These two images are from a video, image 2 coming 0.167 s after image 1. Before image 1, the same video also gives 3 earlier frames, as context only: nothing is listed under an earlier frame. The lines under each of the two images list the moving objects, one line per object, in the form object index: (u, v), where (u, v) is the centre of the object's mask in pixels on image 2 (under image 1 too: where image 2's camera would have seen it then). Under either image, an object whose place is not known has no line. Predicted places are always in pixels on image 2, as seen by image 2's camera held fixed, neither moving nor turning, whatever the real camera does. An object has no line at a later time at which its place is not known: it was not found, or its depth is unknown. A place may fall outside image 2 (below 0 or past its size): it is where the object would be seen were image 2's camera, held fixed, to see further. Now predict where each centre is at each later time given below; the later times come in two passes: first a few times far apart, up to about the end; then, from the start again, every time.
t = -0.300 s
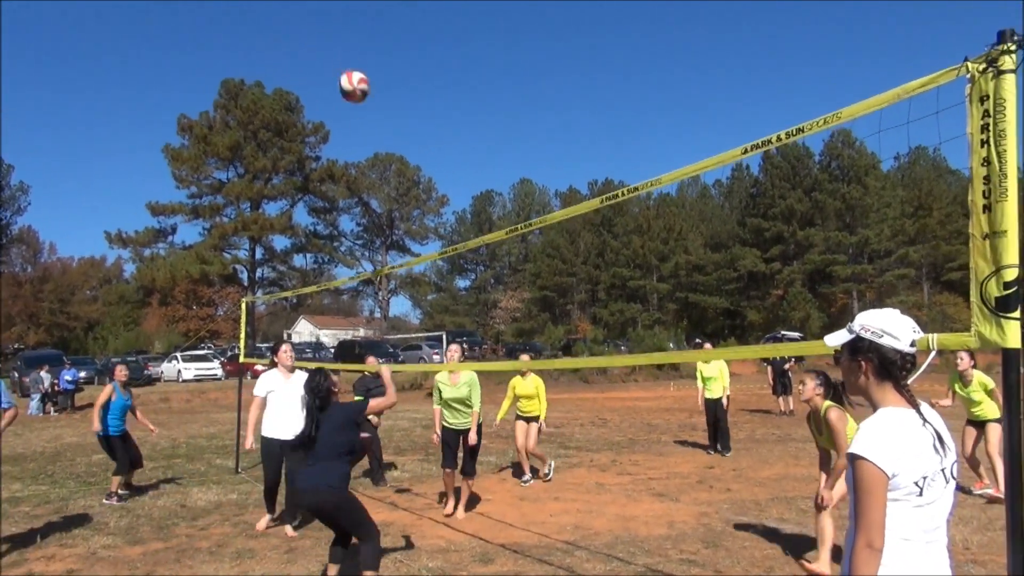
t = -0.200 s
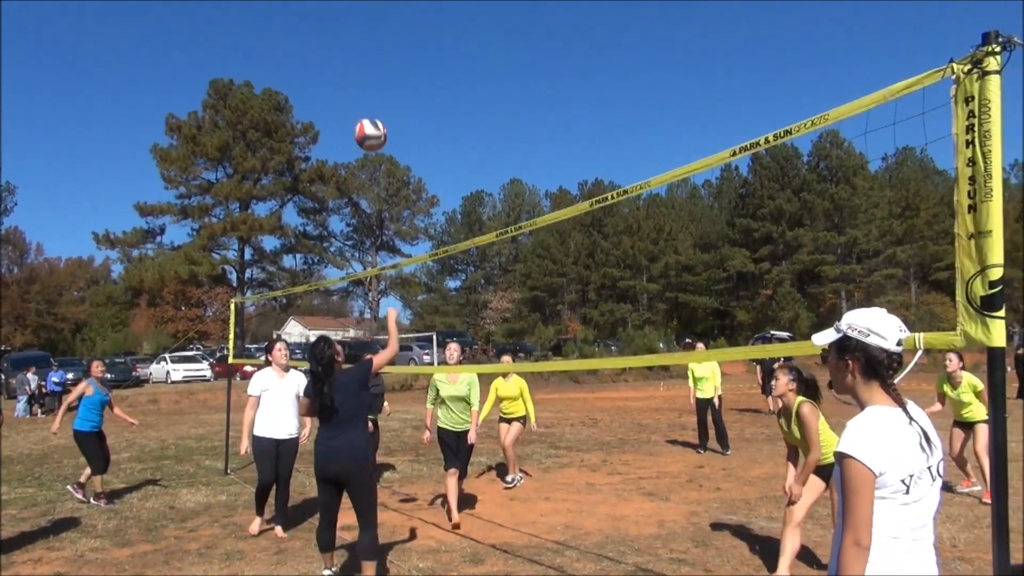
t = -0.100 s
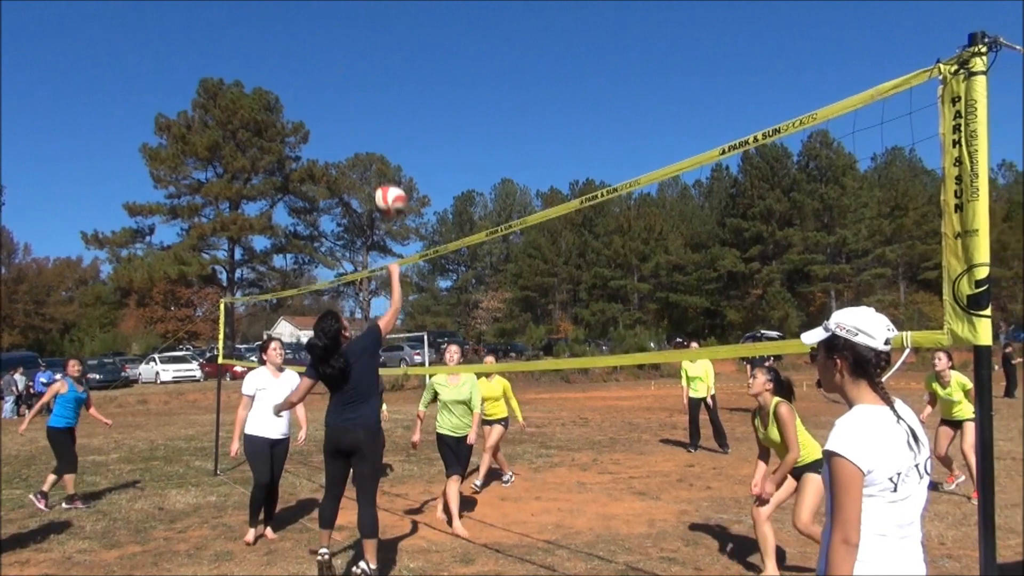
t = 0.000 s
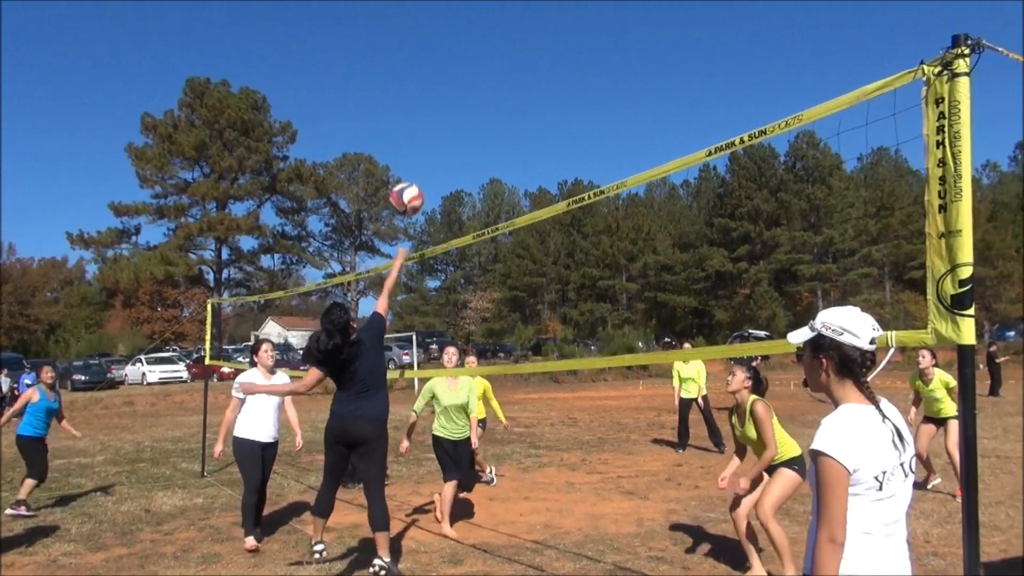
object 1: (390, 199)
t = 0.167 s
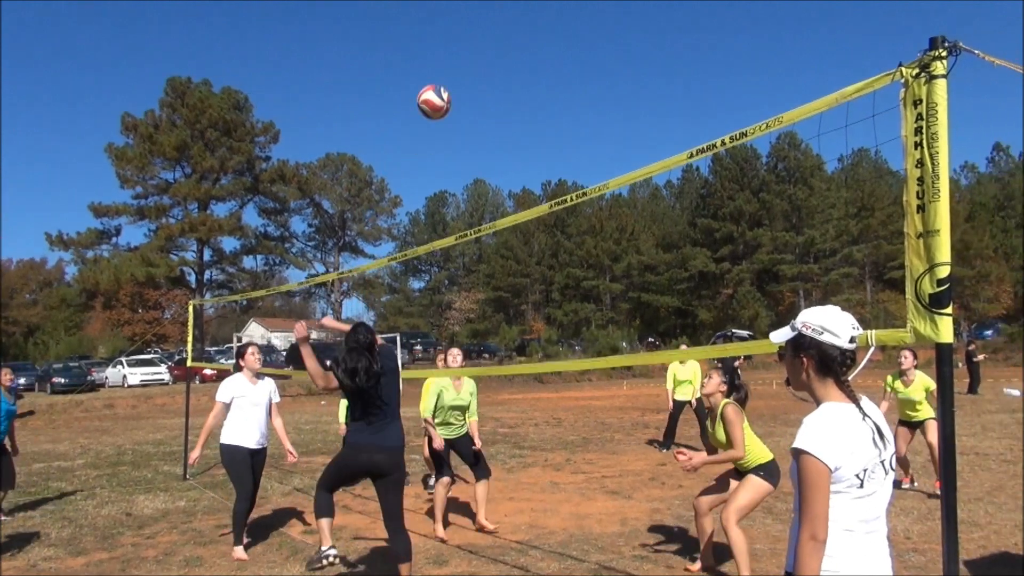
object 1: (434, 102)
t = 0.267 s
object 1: (461, 64)
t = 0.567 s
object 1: (541, 37)
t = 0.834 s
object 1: (616, 130)
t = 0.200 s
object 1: (443, 88)
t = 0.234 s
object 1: (452, 75)
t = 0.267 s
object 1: (461, 64)
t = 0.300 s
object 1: (469, 55)
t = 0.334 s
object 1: (478, 46)
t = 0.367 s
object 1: (486, 39)
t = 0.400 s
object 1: (496, 35)
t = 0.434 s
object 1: (504, 32)
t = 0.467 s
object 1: (514, 31)
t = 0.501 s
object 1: (523, 31)
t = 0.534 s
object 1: (532, 33)
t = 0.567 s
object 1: (541, 37)
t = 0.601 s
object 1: (550, 42)
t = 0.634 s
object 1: (559, 49)
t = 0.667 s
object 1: (568, 58)
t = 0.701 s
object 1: (577, 69)
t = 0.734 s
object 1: (587, 81)
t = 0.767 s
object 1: (597, 95)
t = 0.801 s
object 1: (607, 112)
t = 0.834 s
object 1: (616, 130)
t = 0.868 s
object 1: (626, 149)
